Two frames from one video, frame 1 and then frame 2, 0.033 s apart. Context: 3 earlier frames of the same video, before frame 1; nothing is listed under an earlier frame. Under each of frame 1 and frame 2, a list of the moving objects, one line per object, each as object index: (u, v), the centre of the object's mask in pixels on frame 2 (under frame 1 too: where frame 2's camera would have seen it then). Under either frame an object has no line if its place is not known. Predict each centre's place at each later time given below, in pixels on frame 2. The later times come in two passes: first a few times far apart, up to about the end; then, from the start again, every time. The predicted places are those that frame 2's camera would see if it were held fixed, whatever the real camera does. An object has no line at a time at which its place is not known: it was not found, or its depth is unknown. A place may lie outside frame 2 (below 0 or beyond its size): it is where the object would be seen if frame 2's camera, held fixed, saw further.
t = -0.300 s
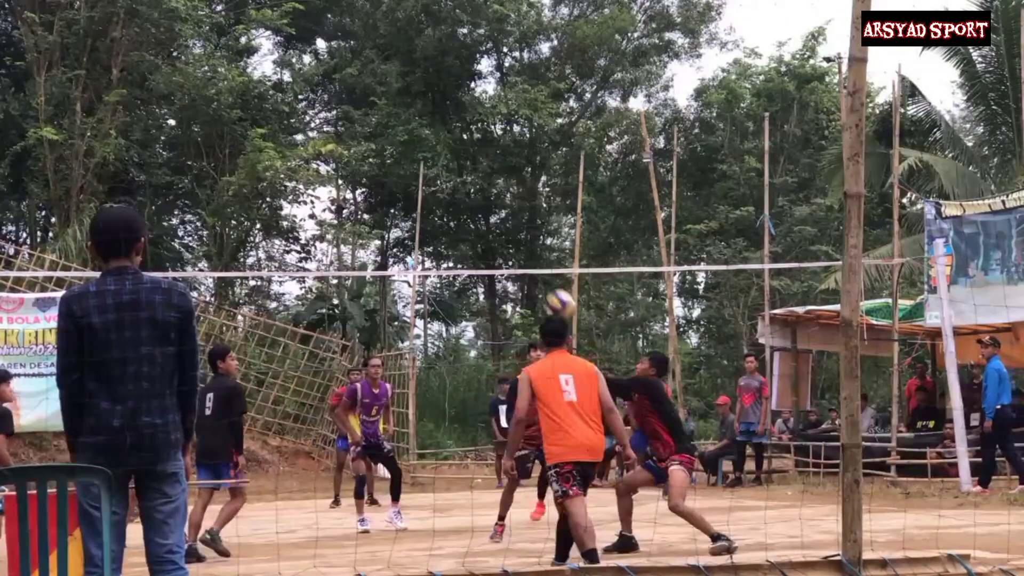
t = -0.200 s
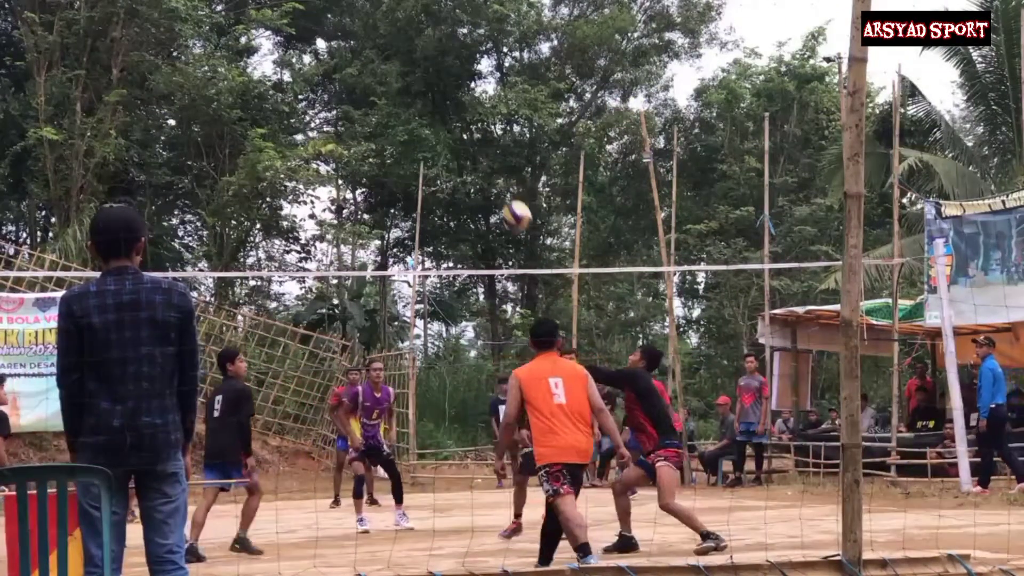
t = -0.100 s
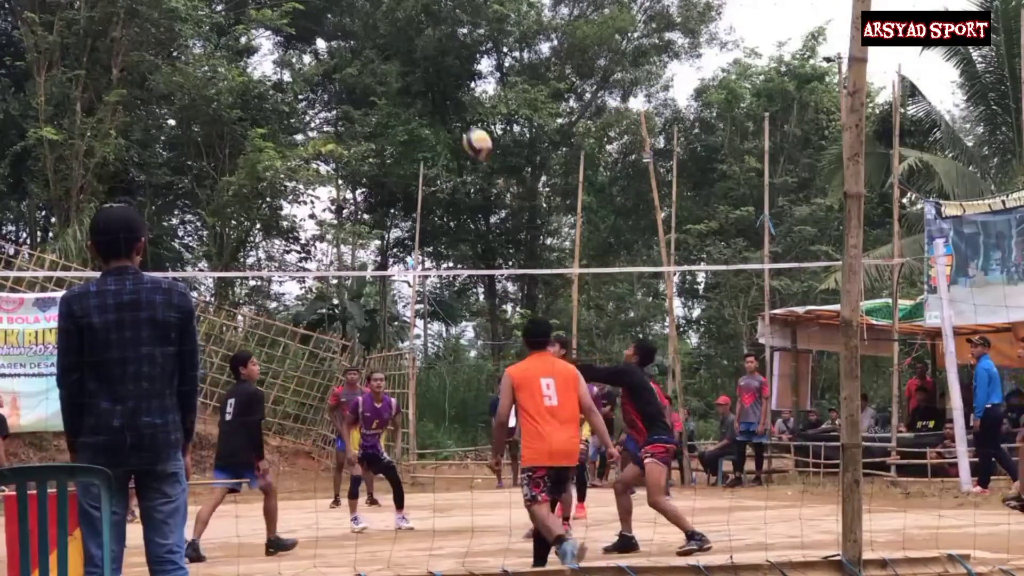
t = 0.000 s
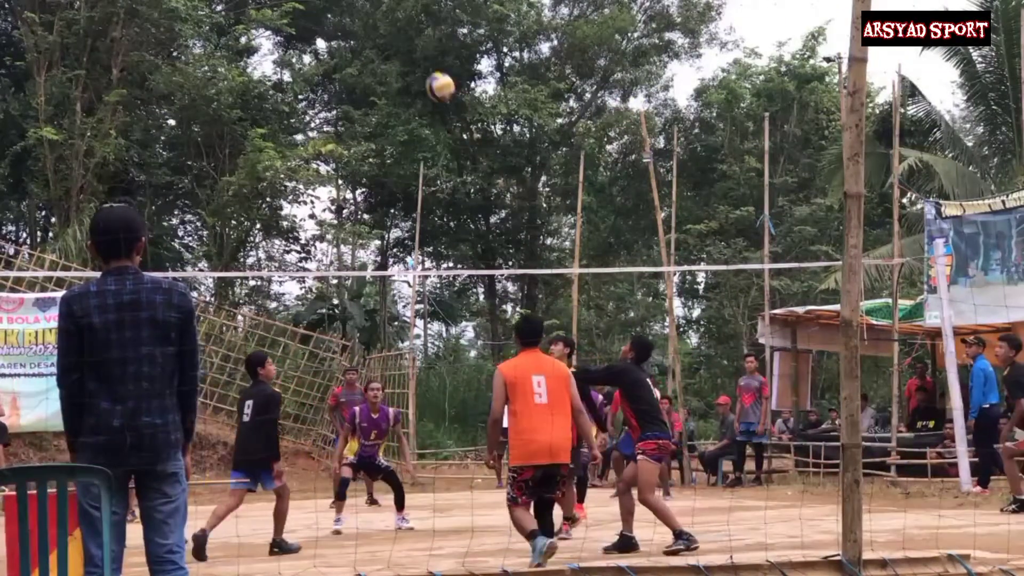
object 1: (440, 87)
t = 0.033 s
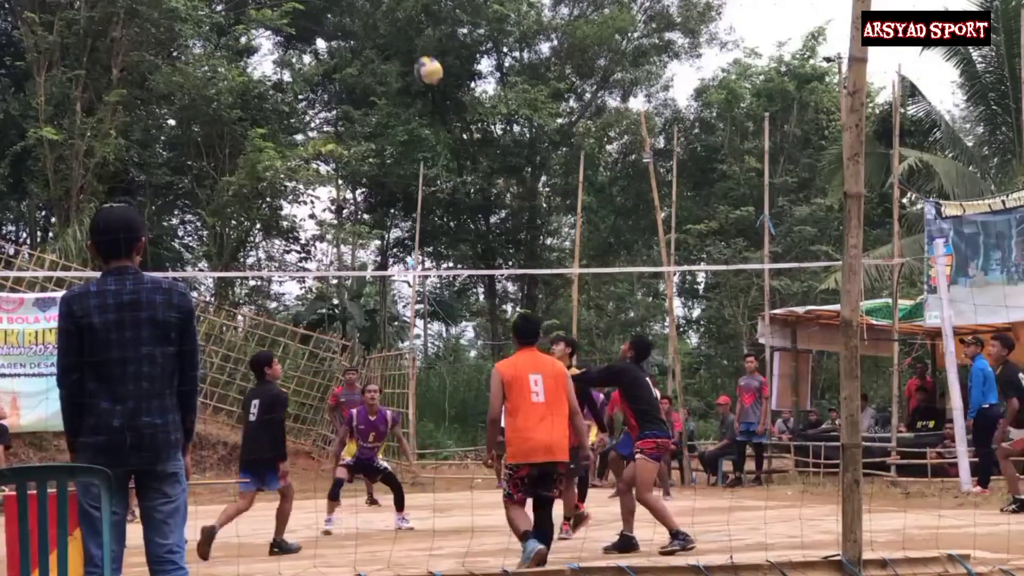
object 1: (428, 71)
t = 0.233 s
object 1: (364, 11)
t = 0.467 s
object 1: (294, 8)
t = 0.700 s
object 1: (231, 63)
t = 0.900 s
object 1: (185, 158)
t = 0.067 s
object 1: (417, 57)
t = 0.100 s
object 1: (405, 45)
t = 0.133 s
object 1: (395, 34)
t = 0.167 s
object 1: (384, 25)
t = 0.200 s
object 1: (373, 17)
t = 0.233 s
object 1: (364, 11)
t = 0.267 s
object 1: (354, 8)
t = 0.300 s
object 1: (344, 7)
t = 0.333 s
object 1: (333, 6)
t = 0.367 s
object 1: (322, 5)
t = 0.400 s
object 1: (313, 6)
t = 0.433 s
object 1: (303, 7)
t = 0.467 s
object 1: (294, 8)
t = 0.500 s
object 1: (285, 10)
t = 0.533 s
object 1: (275, 13)
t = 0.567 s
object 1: (266, 21)
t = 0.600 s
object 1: (257, 30)
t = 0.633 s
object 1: (248, 39)
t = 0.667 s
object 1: (241, 50)
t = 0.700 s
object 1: (231, 63)
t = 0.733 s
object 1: (223, 76)
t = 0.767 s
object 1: (215, 90)
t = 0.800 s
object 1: (208, 106)
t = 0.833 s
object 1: (200, 122)
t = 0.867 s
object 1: (192, 140)
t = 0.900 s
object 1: (185, 158)
